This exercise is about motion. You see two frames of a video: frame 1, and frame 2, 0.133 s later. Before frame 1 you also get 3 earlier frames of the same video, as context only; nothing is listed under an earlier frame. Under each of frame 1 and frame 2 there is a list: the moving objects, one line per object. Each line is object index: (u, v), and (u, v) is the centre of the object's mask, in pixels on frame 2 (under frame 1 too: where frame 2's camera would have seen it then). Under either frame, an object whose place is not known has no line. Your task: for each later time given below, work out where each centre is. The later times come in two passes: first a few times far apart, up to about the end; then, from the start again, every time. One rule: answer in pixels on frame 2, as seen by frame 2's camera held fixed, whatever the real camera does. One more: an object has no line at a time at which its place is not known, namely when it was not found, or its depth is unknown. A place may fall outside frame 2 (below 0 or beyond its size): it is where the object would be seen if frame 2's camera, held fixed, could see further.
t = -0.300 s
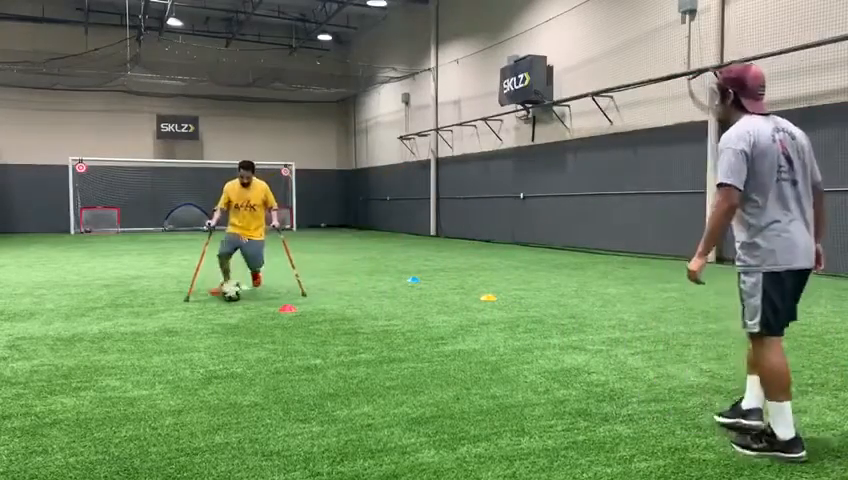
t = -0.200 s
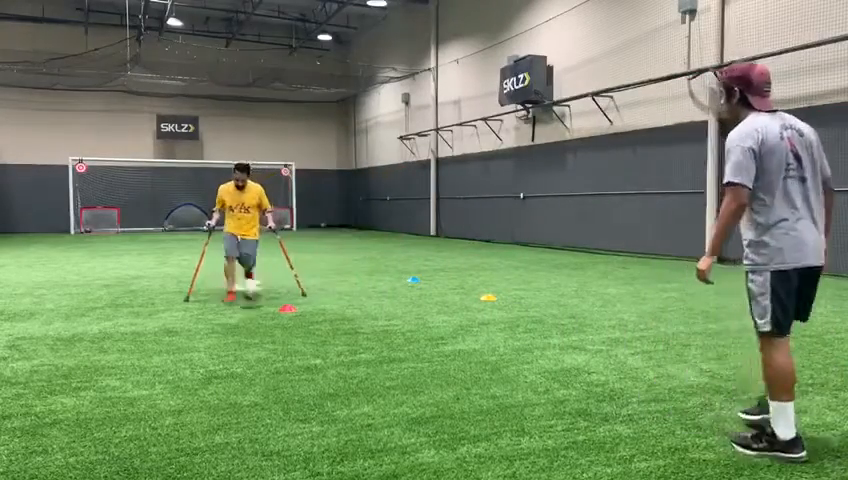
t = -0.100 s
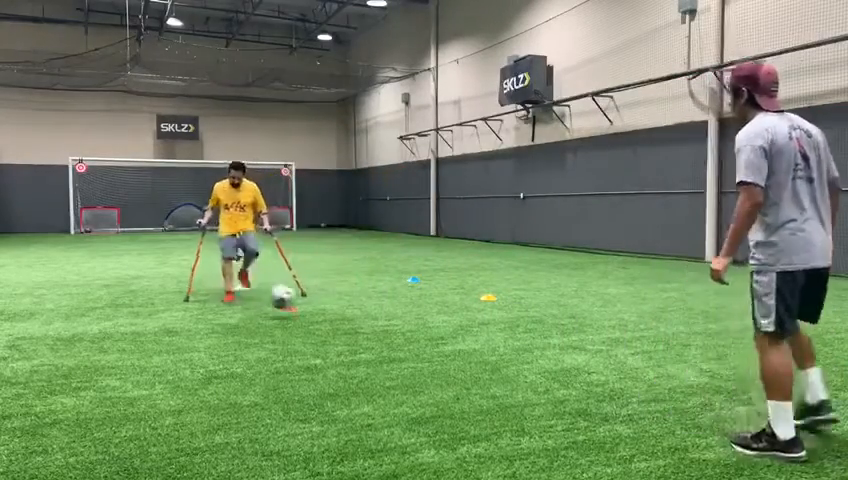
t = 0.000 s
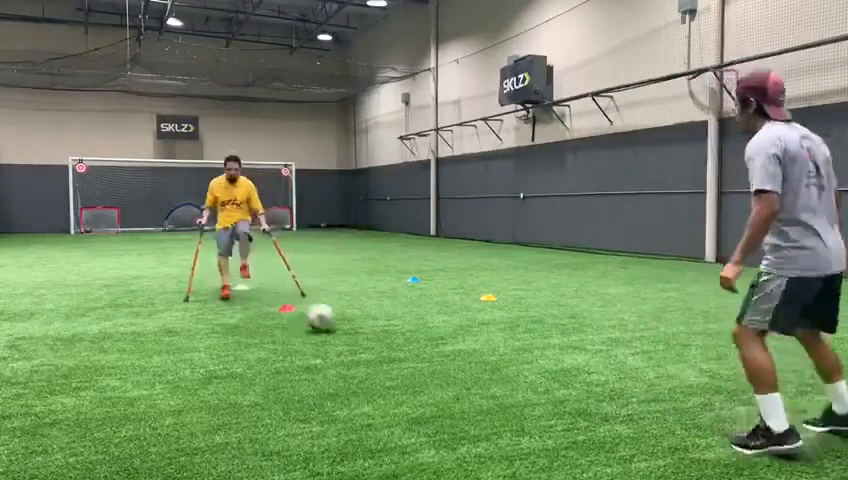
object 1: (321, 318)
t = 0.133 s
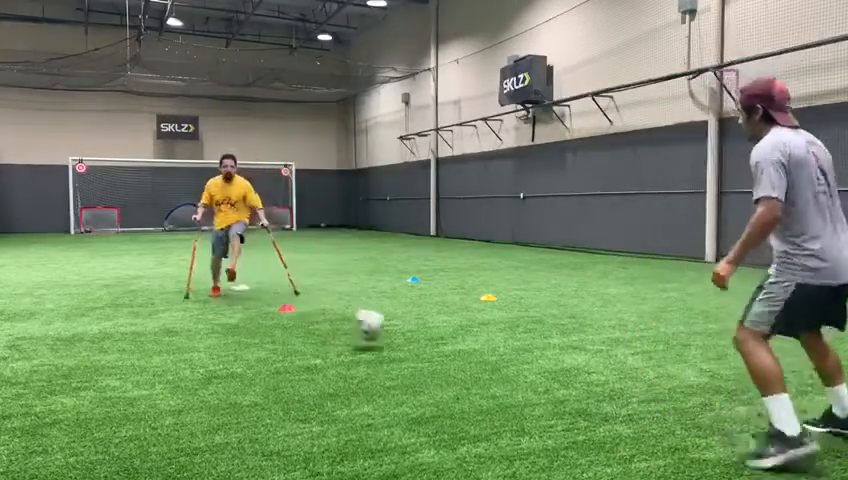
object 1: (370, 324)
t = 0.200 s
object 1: (399, 340)
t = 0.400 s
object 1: (487, 369)
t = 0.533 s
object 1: (558, 399)
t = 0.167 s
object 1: (383, 330)
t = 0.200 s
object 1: (399, 340)
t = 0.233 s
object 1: (414, 349)
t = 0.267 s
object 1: (428, 355)
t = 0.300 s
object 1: (441, 353)
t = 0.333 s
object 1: (455, 354)
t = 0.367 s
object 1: (469, 361)
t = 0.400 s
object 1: (487, 369)
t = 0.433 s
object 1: (503, 379)
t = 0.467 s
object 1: (520, 387)
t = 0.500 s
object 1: (539, 392)
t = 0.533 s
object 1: (558, 399)
